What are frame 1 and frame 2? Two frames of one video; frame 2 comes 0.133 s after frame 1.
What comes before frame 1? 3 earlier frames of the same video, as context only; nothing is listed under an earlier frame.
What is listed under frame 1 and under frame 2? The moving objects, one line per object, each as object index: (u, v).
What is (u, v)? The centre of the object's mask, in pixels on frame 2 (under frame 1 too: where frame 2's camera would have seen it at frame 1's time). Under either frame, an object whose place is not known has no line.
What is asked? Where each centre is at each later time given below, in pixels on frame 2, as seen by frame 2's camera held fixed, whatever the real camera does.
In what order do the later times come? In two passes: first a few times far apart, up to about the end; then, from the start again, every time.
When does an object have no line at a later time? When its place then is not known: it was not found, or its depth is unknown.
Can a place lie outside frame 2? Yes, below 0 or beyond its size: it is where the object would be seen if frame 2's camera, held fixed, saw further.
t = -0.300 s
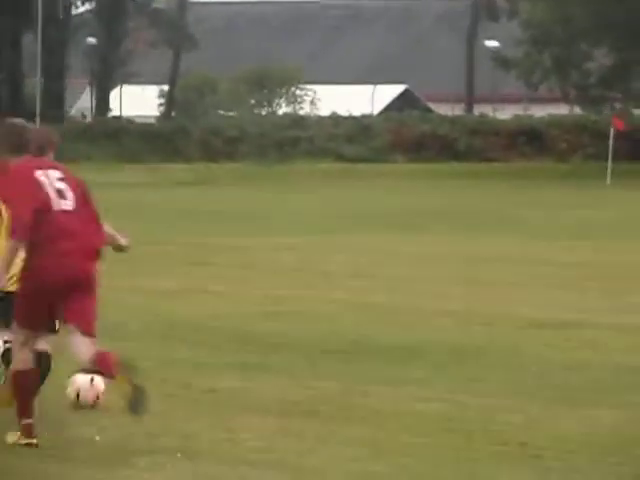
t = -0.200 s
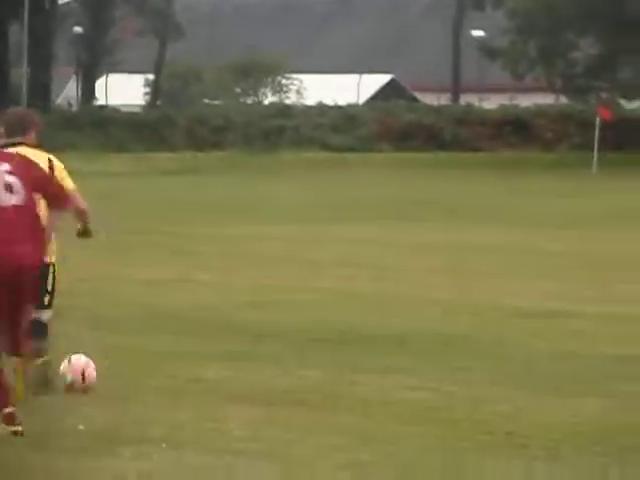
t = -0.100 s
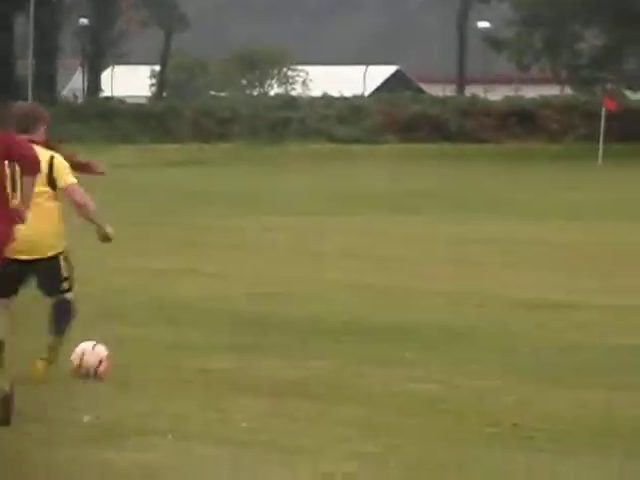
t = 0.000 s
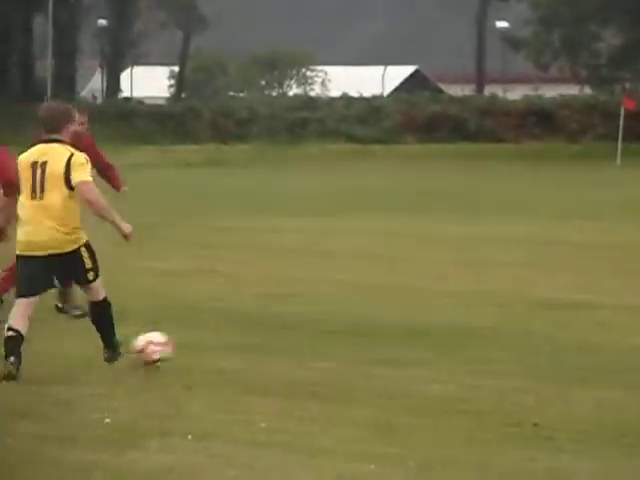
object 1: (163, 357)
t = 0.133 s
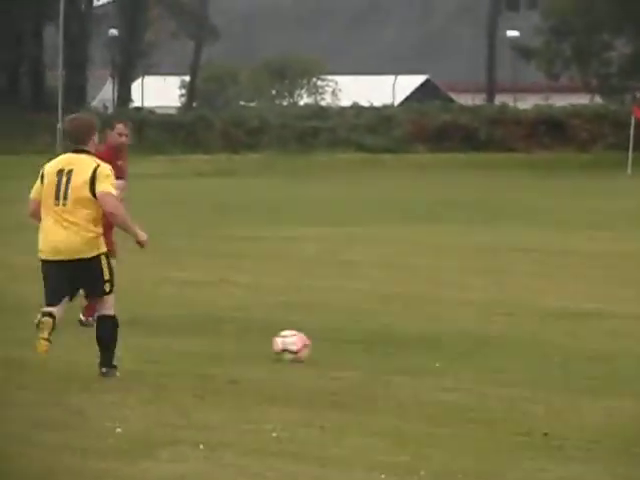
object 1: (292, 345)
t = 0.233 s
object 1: (371, 338)
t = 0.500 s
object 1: (525, 318)
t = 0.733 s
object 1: (616, 314)
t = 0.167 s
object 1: (319, 343)
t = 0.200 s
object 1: (347, 340)
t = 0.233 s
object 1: (371, 338)
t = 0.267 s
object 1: (396, 336)
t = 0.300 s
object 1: (418, 334)
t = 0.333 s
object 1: (439, 330)
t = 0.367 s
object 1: (458, 328)
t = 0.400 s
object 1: (477, 327)
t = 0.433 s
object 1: (496, 325)
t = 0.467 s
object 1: (512, 323)
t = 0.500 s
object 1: (525, 318)
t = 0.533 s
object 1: (539, 313)
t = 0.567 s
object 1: (553, 311)
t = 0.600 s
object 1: (565, 308)
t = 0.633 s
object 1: (579, 309)
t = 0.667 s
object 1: (592, 311)
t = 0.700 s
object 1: (604, 315)
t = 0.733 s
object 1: (616, 314)
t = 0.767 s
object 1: (627, 312)
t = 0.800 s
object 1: (638, 311)
